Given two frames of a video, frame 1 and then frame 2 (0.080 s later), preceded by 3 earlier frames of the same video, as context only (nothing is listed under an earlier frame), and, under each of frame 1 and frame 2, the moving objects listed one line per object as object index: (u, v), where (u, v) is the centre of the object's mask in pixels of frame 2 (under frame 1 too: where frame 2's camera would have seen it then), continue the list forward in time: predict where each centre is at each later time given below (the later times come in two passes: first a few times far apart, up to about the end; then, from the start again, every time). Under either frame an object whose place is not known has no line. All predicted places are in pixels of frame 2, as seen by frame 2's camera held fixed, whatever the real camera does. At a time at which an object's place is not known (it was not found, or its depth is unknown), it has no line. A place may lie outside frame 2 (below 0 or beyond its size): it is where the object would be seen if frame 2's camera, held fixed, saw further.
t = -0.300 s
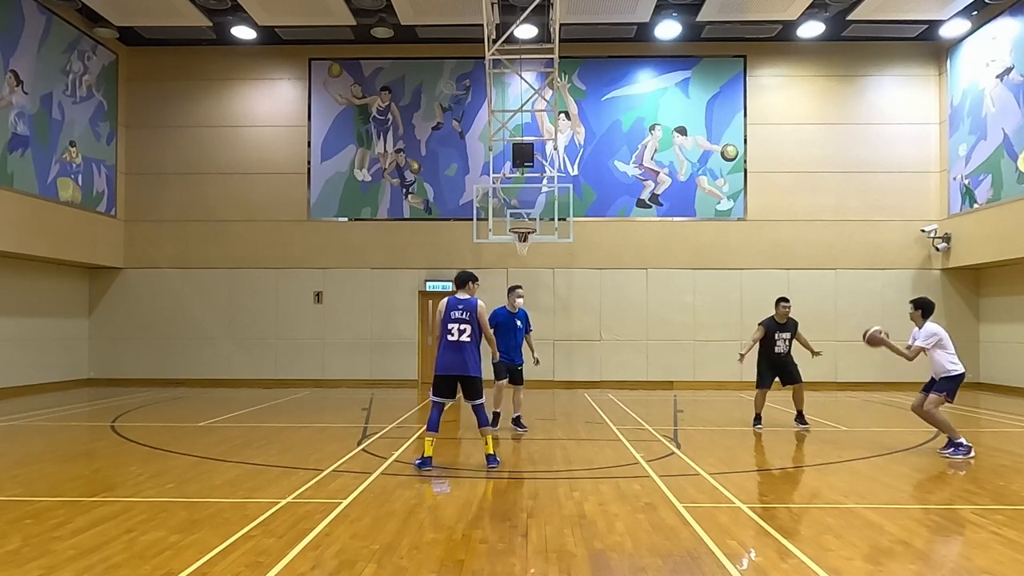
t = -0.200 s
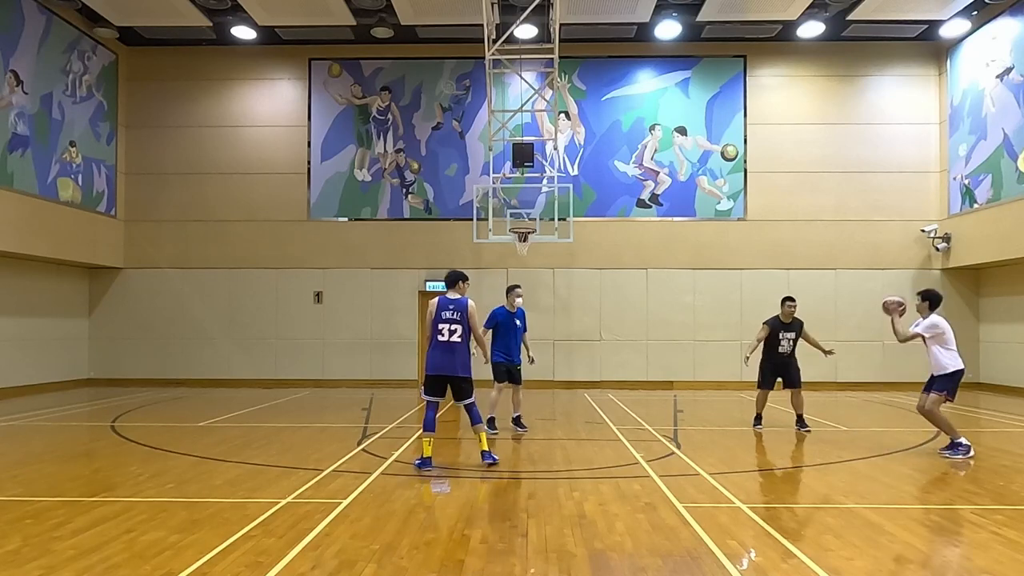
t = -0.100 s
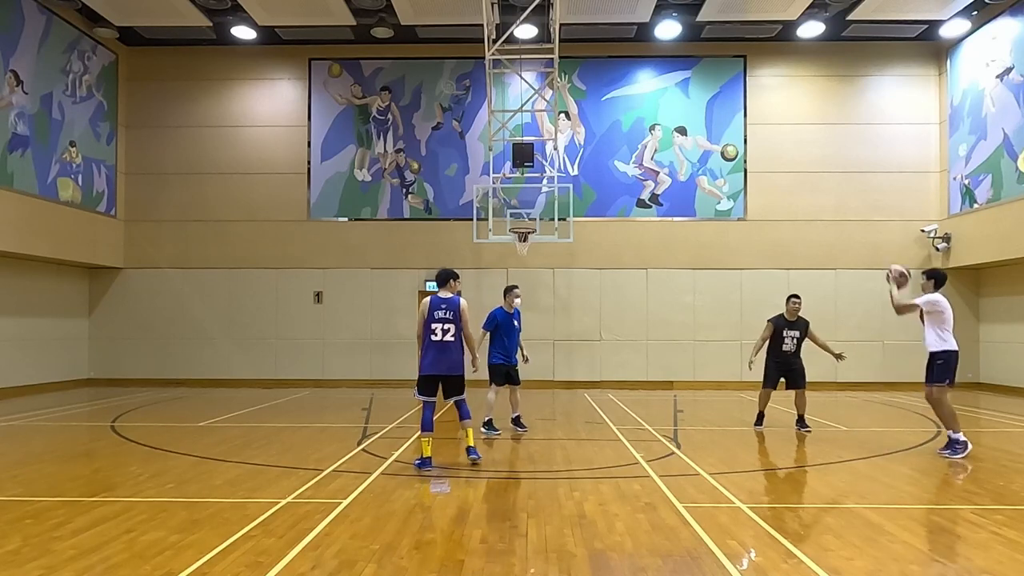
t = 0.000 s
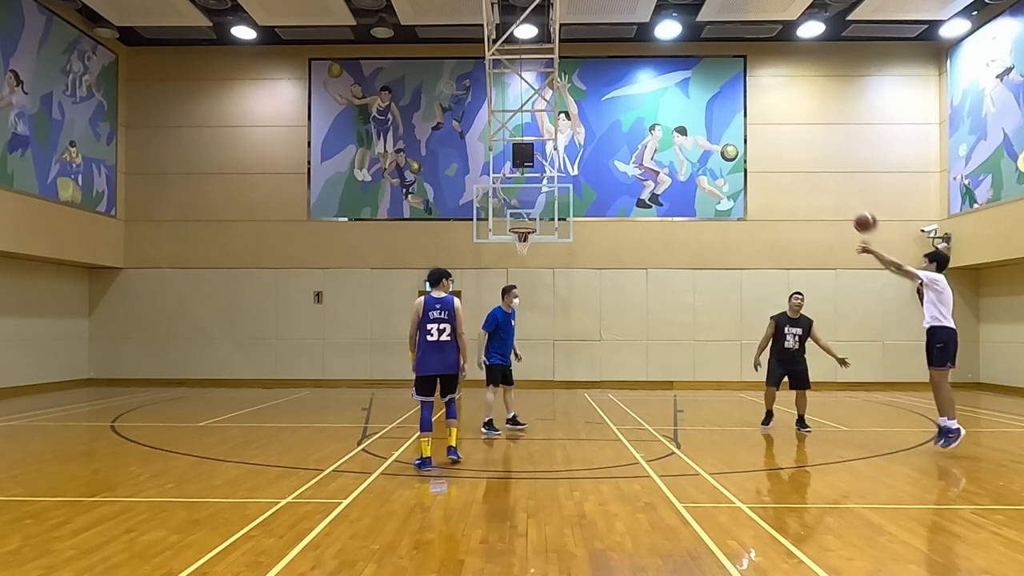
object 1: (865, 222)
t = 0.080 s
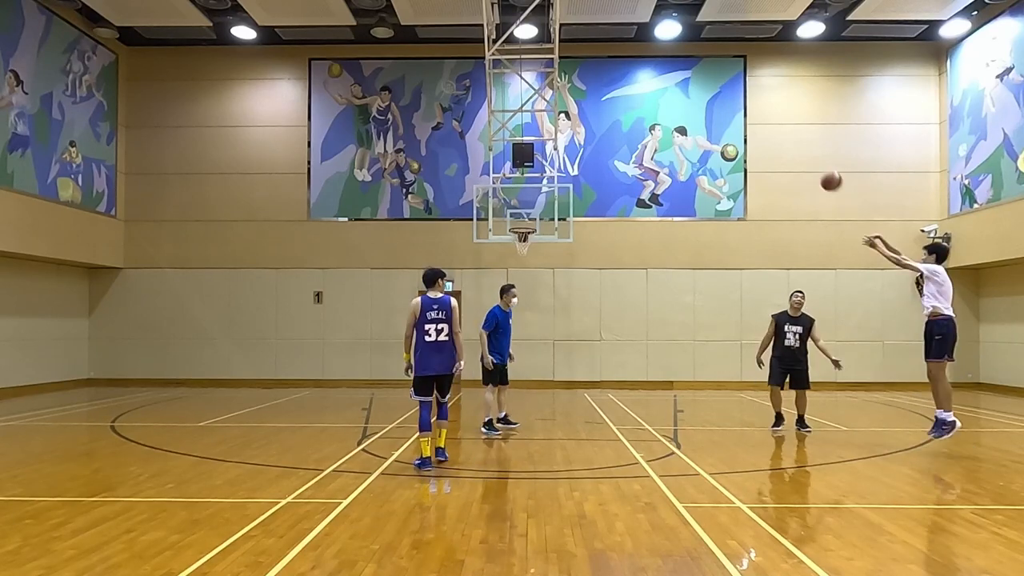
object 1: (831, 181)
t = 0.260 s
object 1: (763, 118)
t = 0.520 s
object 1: (685, 82)
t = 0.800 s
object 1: (616, 98)
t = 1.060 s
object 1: (564, 150)
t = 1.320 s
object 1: (520, 227)
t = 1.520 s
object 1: (514, 259)
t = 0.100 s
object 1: (823, 172)
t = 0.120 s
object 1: (815, 164)
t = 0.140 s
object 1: (807, 156)
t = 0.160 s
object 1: (799, 149)
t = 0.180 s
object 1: (792, 142)
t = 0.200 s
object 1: (784, 135)
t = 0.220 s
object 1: (777, 129)
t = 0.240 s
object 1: (770, 123)
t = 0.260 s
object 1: (763, 118)
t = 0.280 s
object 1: (756, 113)
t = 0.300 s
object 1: (750, 108)
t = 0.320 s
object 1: (743, 104)
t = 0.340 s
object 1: (737, 100)
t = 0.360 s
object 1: (730, 97)
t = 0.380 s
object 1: (725, 94)
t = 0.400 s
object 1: (718, 91)
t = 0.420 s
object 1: (713, 89)
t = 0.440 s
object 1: (707, 86)
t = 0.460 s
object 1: (701, 85)
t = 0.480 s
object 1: (695, 83)
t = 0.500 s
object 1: (690, 83)
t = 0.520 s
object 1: (685, 82)
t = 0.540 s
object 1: (679, 82)
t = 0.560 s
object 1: (674, 82)
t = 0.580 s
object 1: (669, 81)
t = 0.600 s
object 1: (663, 81)
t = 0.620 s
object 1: (658, 82)
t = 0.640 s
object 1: (653, 83)
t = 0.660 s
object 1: (648, 84)
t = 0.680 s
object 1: (644, 85)
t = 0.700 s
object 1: (639, 86)
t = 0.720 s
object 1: (634, 88)
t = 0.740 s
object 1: (630, 90)
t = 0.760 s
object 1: (625, 93)
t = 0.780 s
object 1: (620, 95)
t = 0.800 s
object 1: (616, 98)
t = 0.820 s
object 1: (612, 101)
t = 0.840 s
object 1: (607, 104)
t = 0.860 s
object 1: (603, 107)
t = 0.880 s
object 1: (599, 110)
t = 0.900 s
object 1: (595, 114)
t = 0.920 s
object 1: (591, 118)
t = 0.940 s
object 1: (587, 121)
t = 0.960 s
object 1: (583, 126)
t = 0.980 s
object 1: (579, 130)
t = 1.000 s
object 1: (576, 135)
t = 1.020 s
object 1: (571, 139)
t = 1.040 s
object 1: (568, 144)
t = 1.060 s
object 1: (564, 150)
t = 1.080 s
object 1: (560, 155)
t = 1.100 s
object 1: (557, 160)
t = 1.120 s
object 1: (553, 165)
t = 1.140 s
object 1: (550, 172)
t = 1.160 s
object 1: (546, 178)
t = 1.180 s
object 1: (543, 183)
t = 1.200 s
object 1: (540, 189)
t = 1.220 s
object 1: (536, 196)
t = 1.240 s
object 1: (533, 201)
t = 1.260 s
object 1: (529, 208)
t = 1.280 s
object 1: (527, 215)
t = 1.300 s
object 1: (522, 222)
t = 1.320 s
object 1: (520, 227)
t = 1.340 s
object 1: (515, 234)
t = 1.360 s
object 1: (513, 241)
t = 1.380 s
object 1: (515, 243)
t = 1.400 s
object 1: (514, 245)
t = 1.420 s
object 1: (514, 248)
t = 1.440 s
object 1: (514, 249)
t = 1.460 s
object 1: (514, 252)
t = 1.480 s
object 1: (514, 254)
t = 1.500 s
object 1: (514, 257)
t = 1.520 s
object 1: (514, 259)
